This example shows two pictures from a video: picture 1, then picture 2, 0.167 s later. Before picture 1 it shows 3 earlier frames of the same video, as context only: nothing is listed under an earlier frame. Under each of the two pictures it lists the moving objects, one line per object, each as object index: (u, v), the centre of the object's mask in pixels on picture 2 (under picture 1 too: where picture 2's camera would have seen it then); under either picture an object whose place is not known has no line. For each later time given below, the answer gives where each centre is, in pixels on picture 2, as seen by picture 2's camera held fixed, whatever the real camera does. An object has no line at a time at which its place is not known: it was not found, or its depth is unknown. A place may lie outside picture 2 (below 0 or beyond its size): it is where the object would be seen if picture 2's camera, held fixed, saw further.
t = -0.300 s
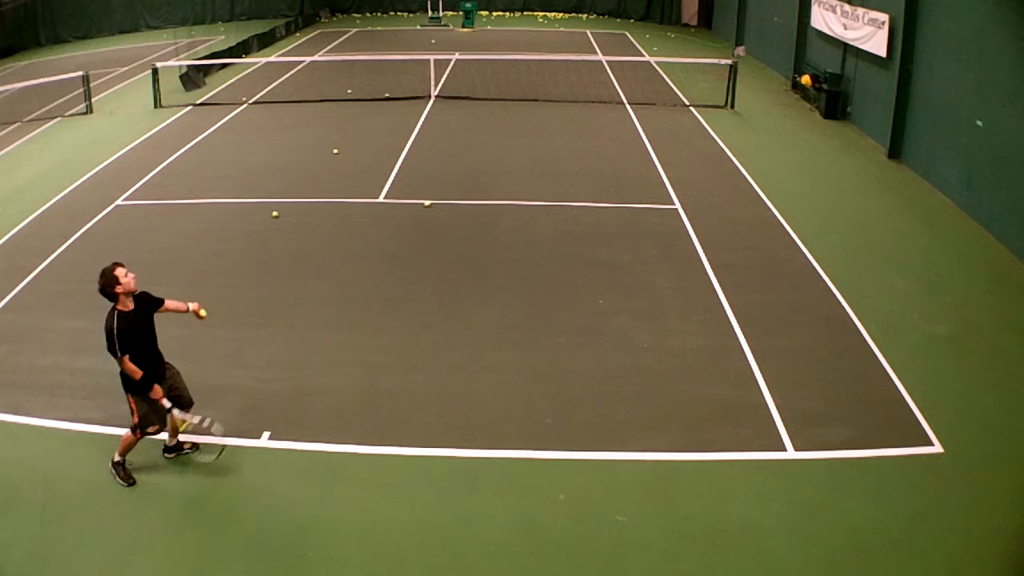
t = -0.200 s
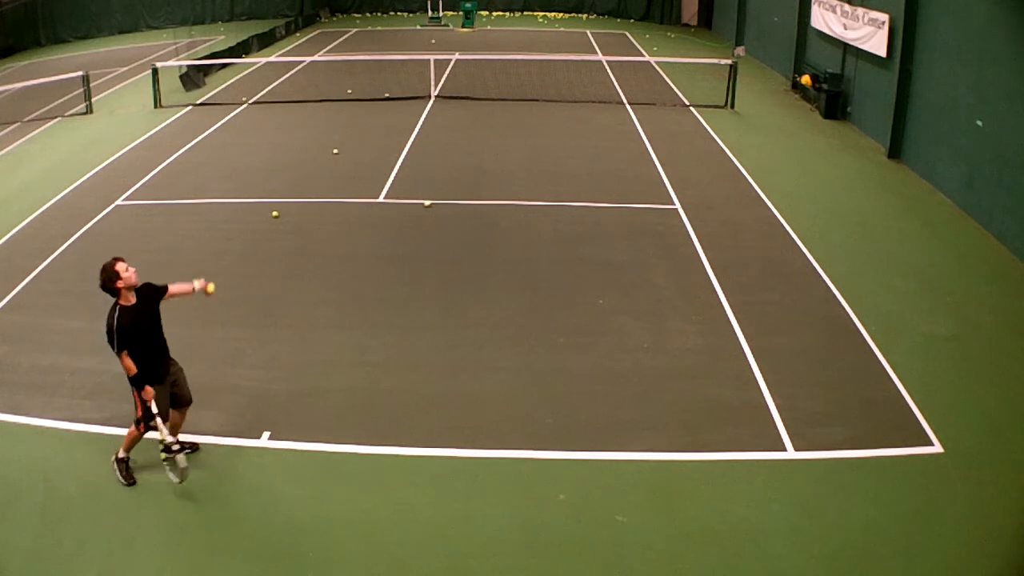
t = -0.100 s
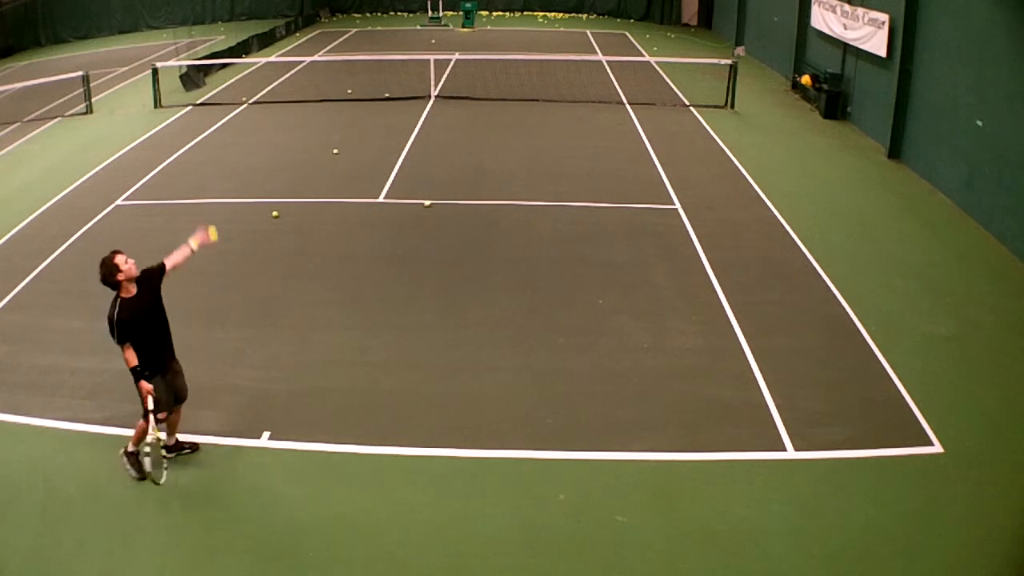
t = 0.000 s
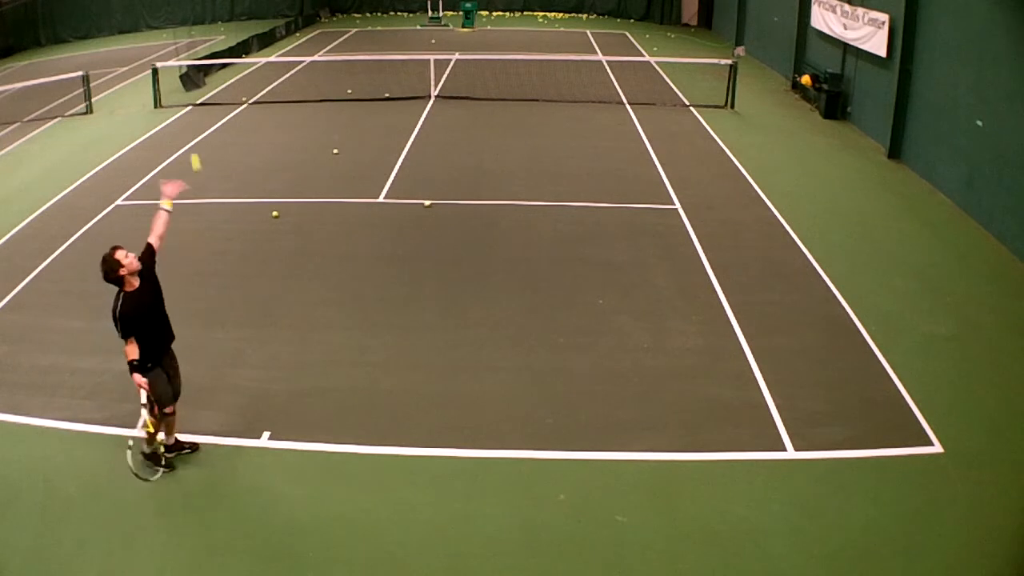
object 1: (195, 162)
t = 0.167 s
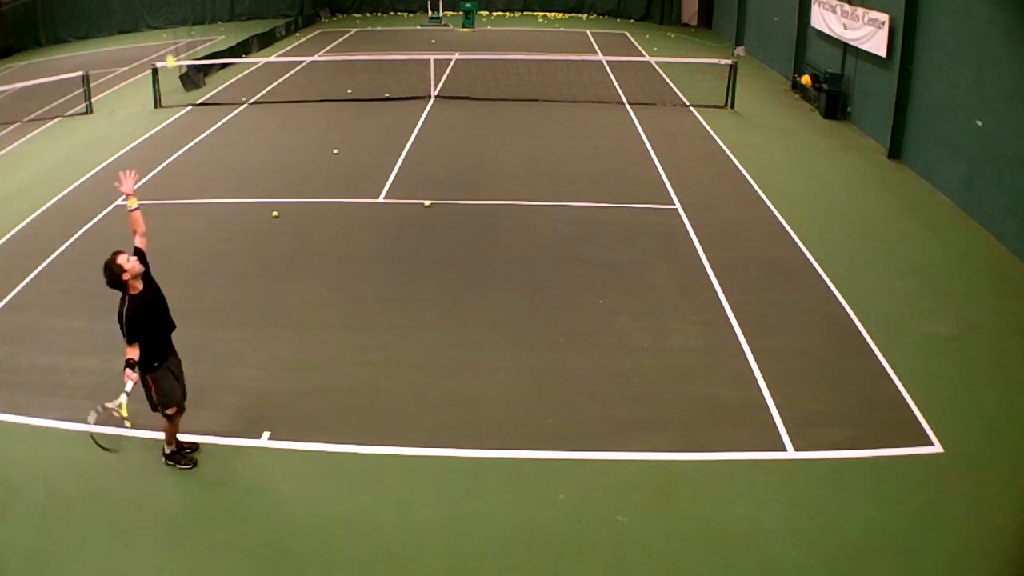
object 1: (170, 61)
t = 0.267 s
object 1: (158, 18)
